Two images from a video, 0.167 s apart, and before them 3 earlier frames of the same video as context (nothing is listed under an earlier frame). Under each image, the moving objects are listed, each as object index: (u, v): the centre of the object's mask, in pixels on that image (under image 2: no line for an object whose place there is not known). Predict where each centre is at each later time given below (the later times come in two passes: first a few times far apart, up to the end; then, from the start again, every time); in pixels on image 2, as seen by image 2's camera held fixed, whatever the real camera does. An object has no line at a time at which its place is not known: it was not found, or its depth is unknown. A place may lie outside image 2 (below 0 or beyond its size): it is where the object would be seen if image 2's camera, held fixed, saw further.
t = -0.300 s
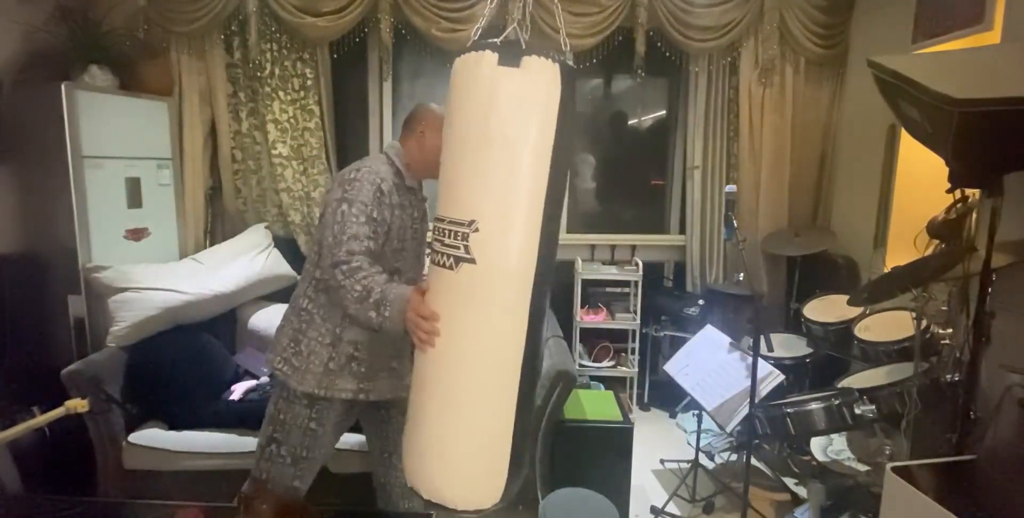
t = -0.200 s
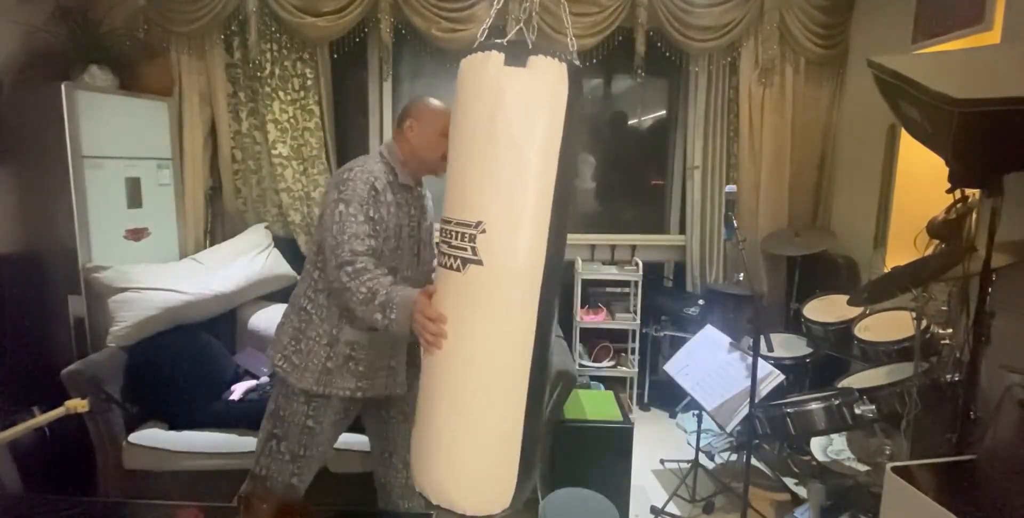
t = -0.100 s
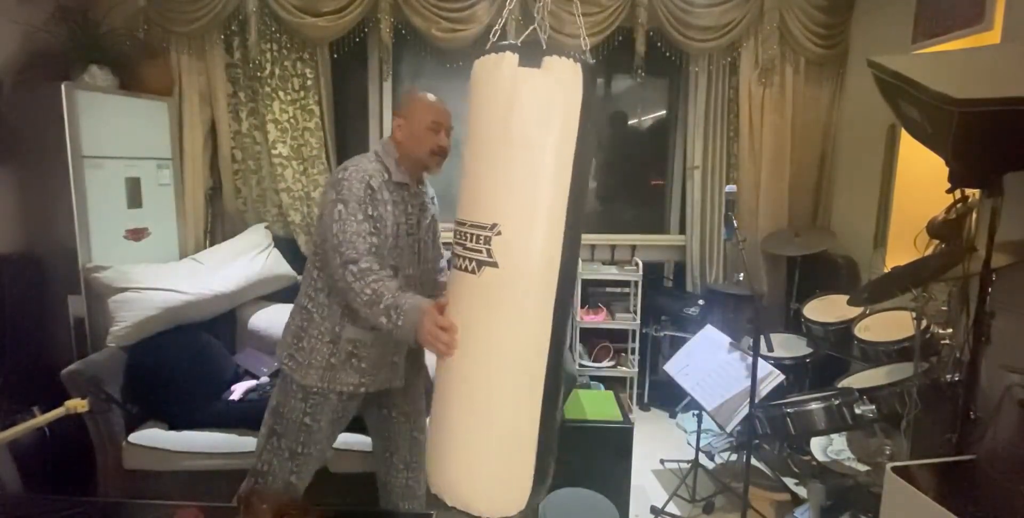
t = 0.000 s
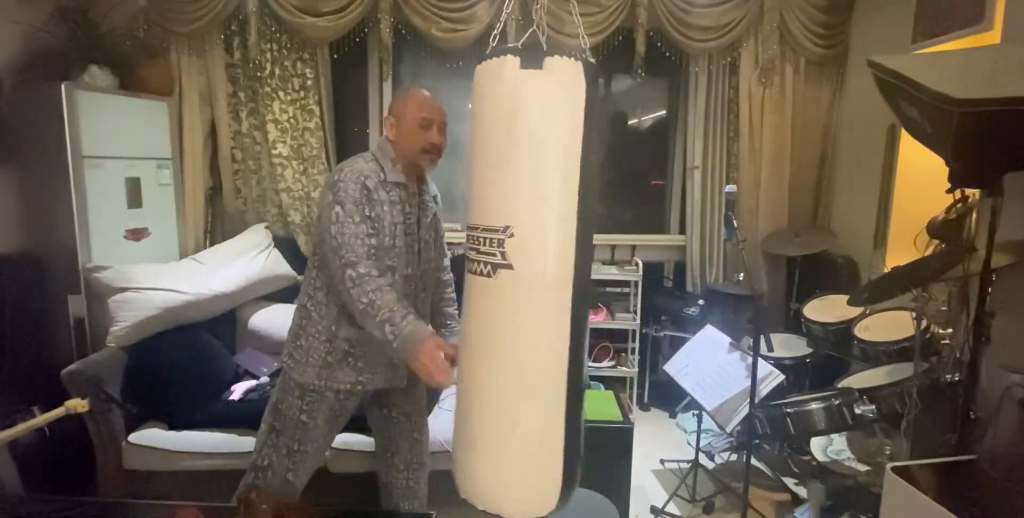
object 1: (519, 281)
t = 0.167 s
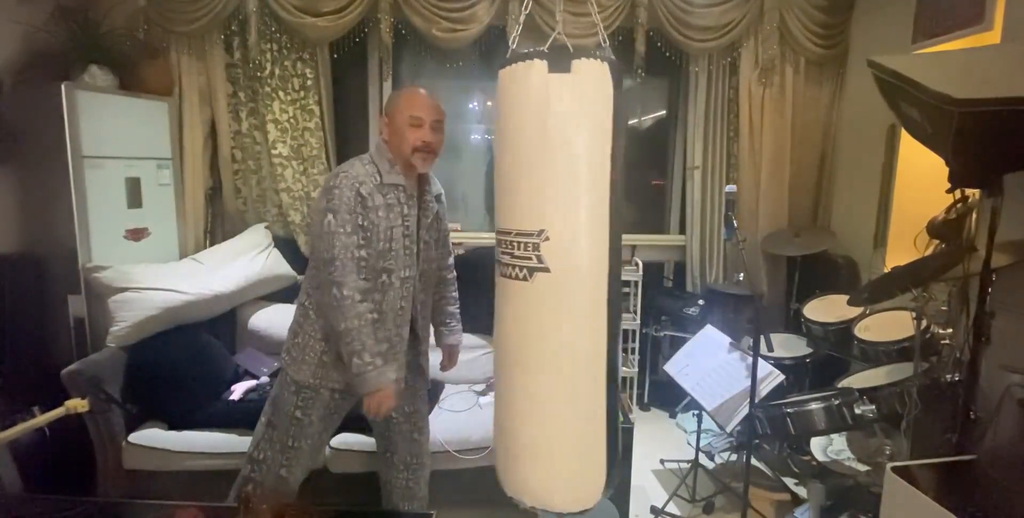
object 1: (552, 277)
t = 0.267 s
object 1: (569, 274)
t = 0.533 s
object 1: (600, 263)
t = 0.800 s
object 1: (599, 256)
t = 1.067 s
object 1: (569, 258)
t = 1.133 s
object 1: (559, 259)
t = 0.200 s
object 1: (558, 275)
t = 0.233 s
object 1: (564, 276)
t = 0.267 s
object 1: (569, 274)
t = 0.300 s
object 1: (574, 274)
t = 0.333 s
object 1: (579, 273)
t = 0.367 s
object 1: (583, 271)
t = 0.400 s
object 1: (588, 270)
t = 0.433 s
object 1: (592, 267)
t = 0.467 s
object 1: (596, 266)
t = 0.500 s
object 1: (599, 264)
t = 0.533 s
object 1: (600, 263)
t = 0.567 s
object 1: (601, 262)
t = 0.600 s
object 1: (602, 261)
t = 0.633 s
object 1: (603, 261)
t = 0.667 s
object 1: (603, 260)
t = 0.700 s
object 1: (602, 258)
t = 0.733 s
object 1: (602, 257)
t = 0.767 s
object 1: (600, 256)
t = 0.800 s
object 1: (599, 256)
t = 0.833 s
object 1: (596, 256)
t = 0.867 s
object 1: (593, 256)
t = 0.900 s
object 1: (589, 256)
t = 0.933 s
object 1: (586, 257)
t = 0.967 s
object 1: (582, 257)
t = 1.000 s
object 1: (578, 258)
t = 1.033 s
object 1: (574, 258)
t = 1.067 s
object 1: (569, 258)
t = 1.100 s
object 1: (564, 258)
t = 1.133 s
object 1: (559, 259)
